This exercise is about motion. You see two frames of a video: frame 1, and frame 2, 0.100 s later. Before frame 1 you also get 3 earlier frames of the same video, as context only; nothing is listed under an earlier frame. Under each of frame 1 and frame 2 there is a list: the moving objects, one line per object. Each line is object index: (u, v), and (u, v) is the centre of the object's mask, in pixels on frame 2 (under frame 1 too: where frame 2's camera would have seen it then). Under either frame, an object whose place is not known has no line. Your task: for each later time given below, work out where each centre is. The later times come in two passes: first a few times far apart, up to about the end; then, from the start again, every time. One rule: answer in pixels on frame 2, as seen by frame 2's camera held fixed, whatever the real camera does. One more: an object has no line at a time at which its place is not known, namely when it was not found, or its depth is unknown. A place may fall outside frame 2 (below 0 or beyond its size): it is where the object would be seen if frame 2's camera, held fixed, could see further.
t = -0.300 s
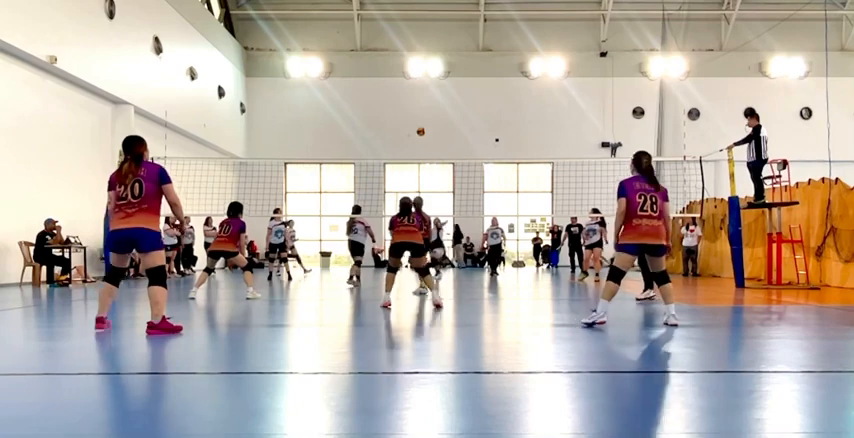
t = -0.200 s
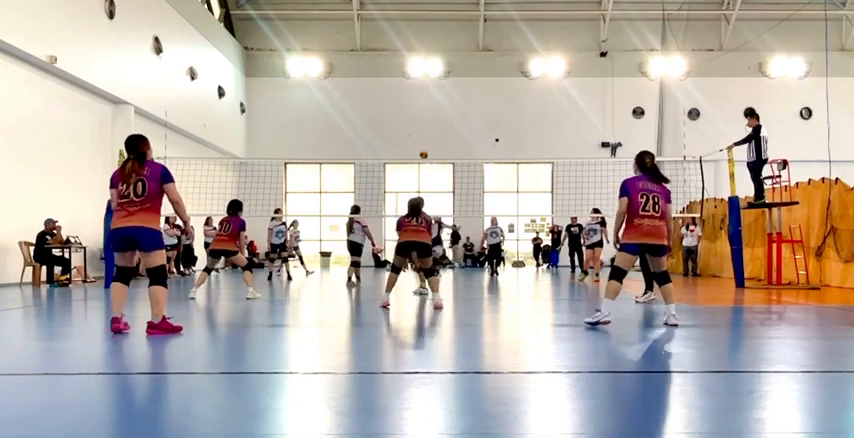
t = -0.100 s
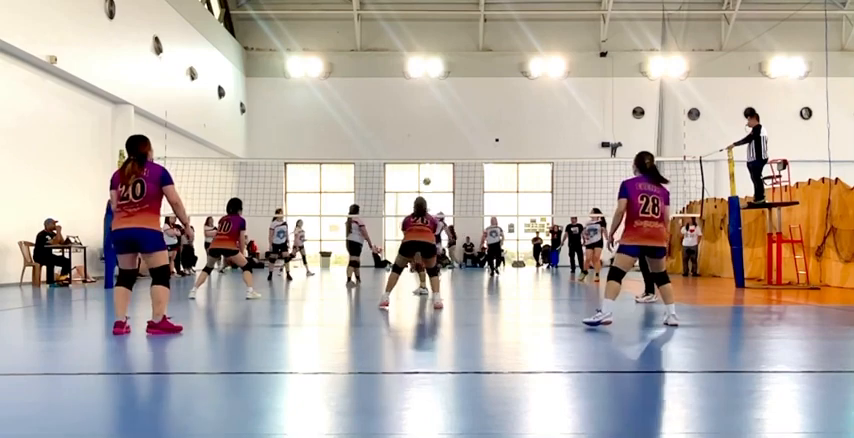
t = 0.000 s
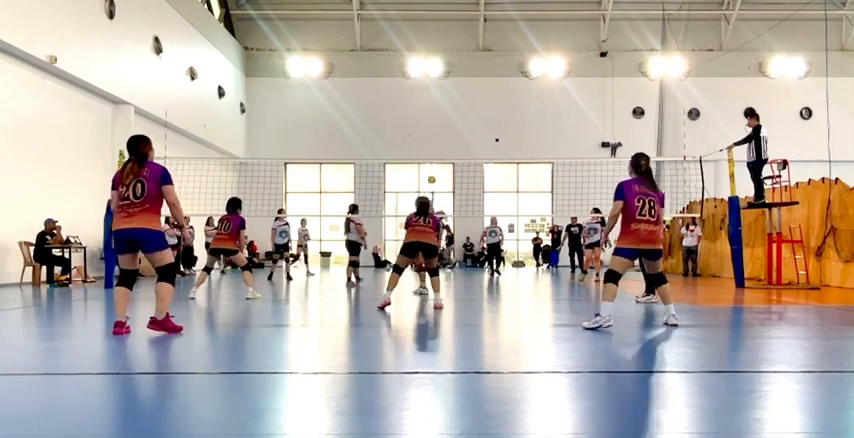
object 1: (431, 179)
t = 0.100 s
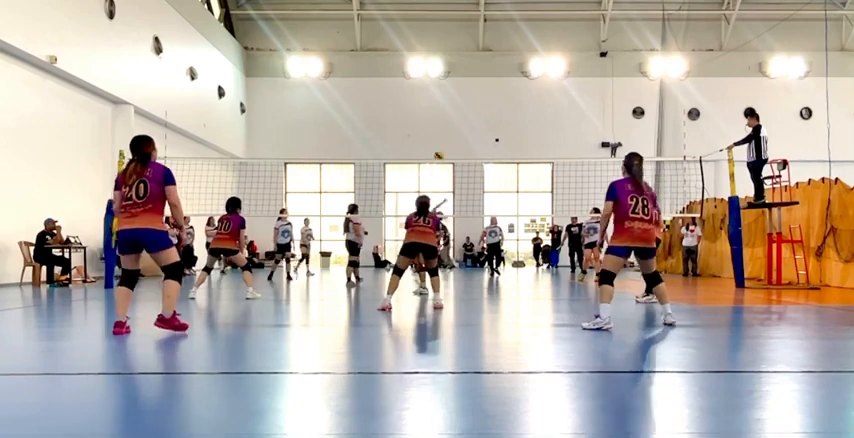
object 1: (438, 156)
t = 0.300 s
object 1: (456, 119)
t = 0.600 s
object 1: (495, 98)
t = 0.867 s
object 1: (551, 145)
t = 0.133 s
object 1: (440, 149)
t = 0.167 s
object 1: (443, 143)
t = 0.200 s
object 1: (446, 136)
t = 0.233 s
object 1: (449, 130)
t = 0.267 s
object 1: (453, 124)
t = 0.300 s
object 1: (456, 119)
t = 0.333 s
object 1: (459, 115)
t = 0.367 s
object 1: (463, 110)
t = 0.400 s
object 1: (467, 107)
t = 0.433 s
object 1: (471, 104)
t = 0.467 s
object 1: (475, 101)
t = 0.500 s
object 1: (480, 99)
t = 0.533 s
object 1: (485, 98)
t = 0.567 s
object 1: (489, 98)
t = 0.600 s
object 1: (495, 98)
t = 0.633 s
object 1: (500, 100)
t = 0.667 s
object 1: (507, 103)
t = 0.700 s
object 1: (512, 107)
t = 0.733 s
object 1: (520, 111)
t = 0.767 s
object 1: (527, 117)
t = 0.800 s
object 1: (535, 125)
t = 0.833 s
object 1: (543, 134)
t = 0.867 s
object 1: (551, 145)
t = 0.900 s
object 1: (561, 157)
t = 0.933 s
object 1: (572, 172)
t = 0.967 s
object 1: (582, 189)
